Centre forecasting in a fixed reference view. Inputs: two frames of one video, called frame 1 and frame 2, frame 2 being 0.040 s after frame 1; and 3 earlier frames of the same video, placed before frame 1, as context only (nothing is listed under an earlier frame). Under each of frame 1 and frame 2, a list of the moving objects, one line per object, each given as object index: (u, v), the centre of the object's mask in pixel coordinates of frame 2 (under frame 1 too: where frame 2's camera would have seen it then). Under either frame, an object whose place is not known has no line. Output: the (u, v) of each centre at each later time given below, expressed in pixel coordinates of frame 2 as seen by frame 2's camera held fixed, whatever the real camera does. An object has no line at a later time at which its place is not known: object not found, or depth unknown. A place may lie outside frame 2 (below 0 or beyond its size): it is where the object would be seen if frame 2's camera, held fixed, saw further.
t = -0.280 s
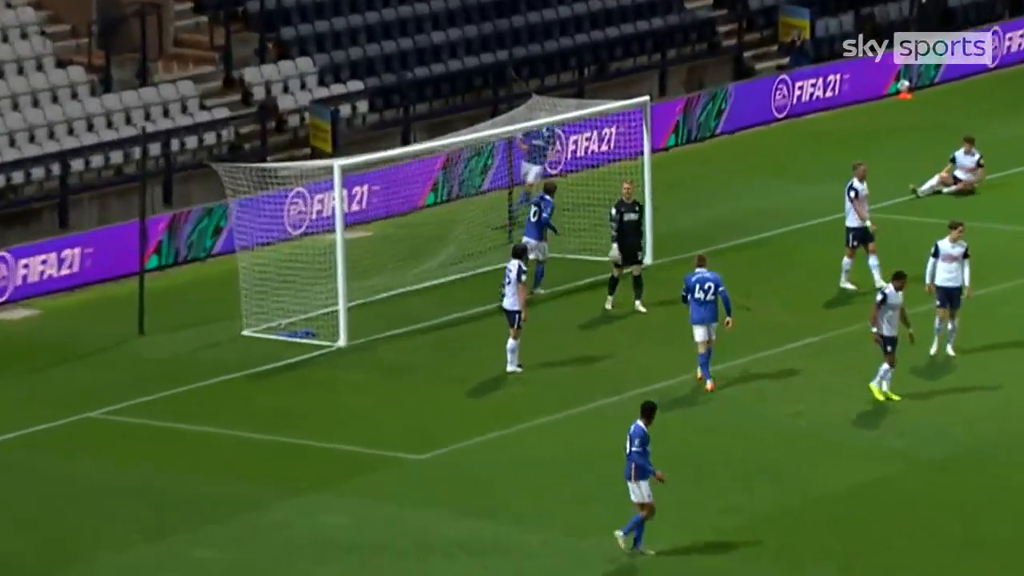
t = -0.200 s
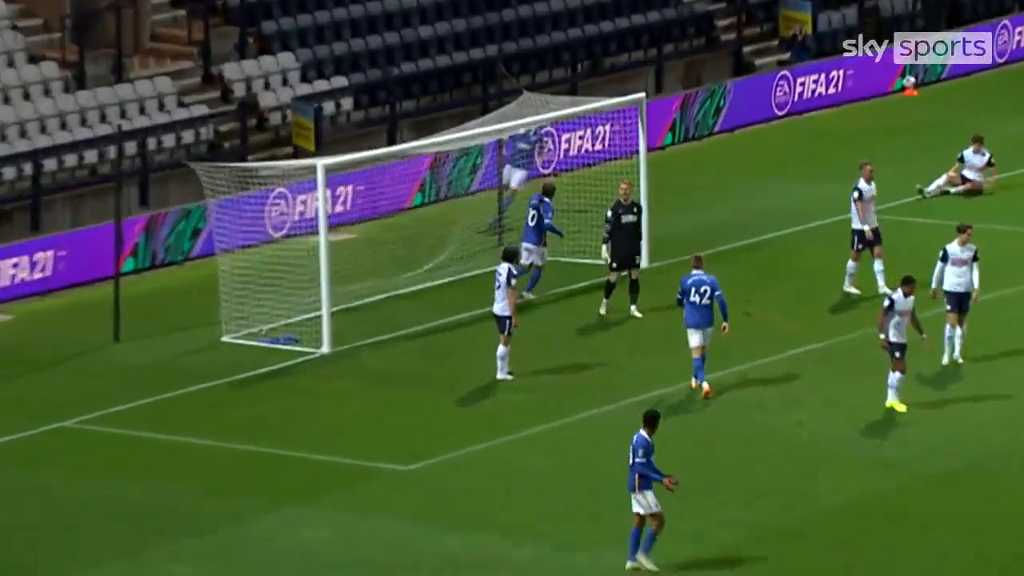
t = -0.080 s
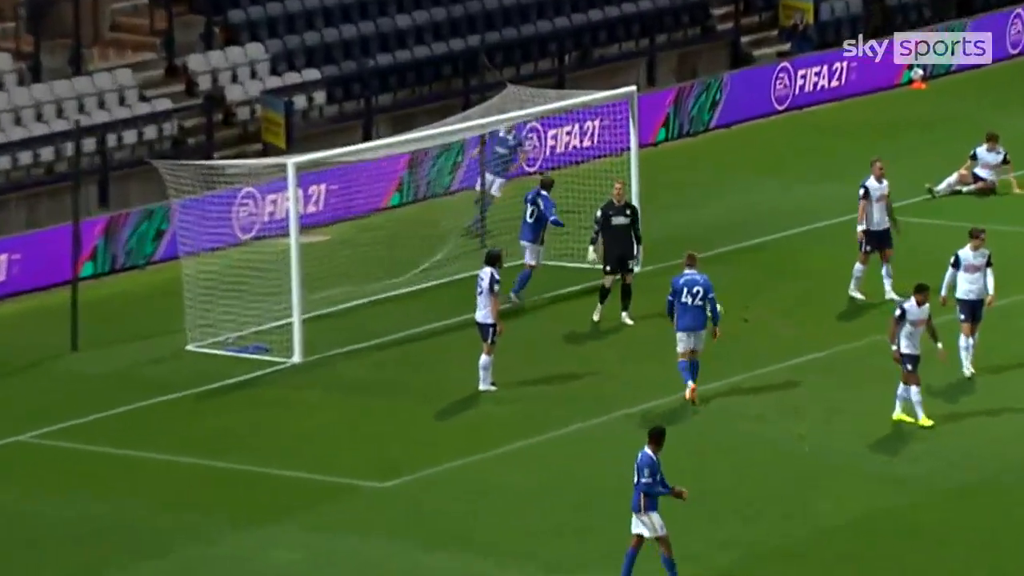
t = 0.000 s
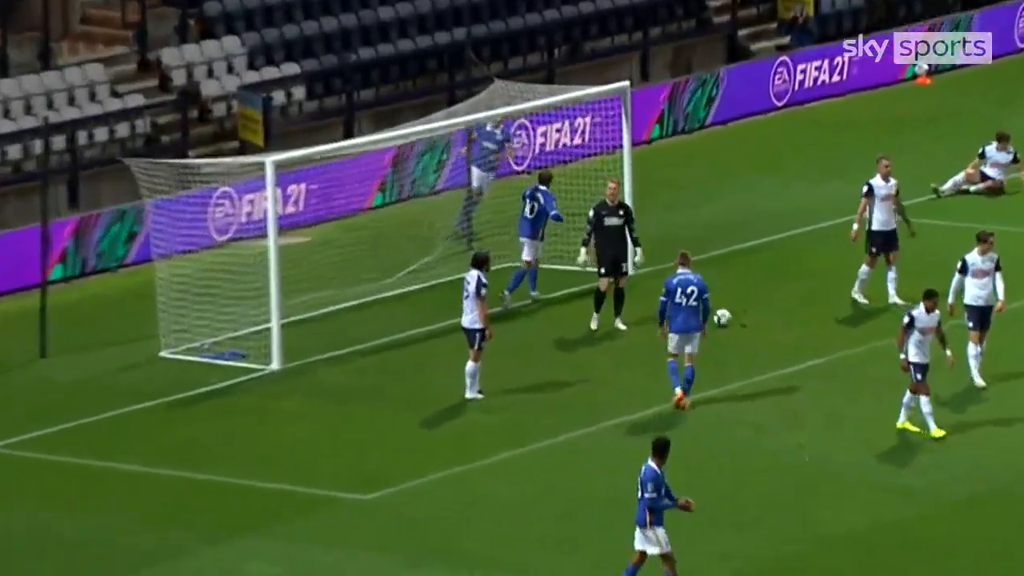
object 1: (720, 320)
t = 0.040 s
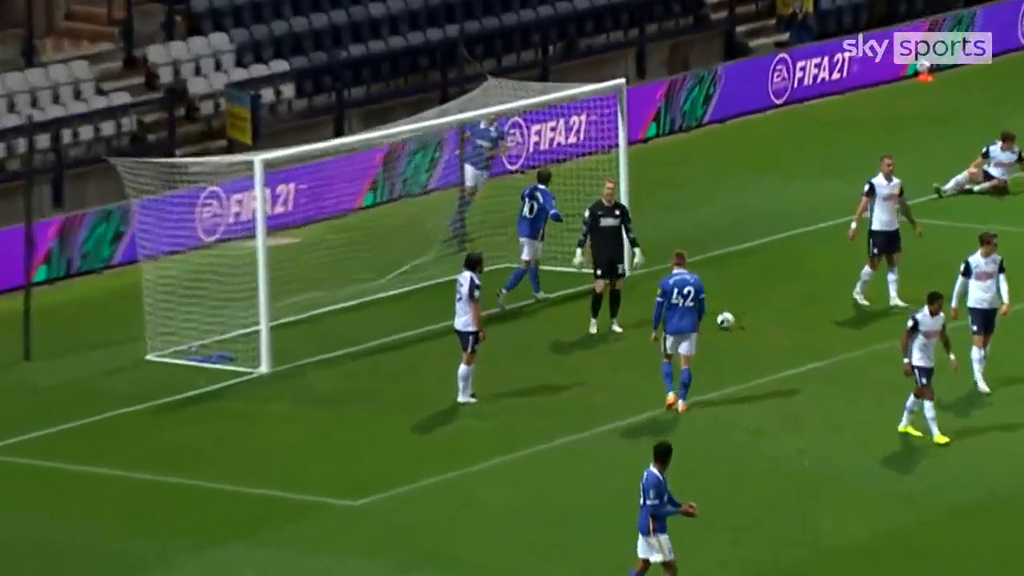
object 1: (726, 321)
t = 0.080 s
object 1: (731, 322)
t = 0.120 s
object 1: (737, 322)
